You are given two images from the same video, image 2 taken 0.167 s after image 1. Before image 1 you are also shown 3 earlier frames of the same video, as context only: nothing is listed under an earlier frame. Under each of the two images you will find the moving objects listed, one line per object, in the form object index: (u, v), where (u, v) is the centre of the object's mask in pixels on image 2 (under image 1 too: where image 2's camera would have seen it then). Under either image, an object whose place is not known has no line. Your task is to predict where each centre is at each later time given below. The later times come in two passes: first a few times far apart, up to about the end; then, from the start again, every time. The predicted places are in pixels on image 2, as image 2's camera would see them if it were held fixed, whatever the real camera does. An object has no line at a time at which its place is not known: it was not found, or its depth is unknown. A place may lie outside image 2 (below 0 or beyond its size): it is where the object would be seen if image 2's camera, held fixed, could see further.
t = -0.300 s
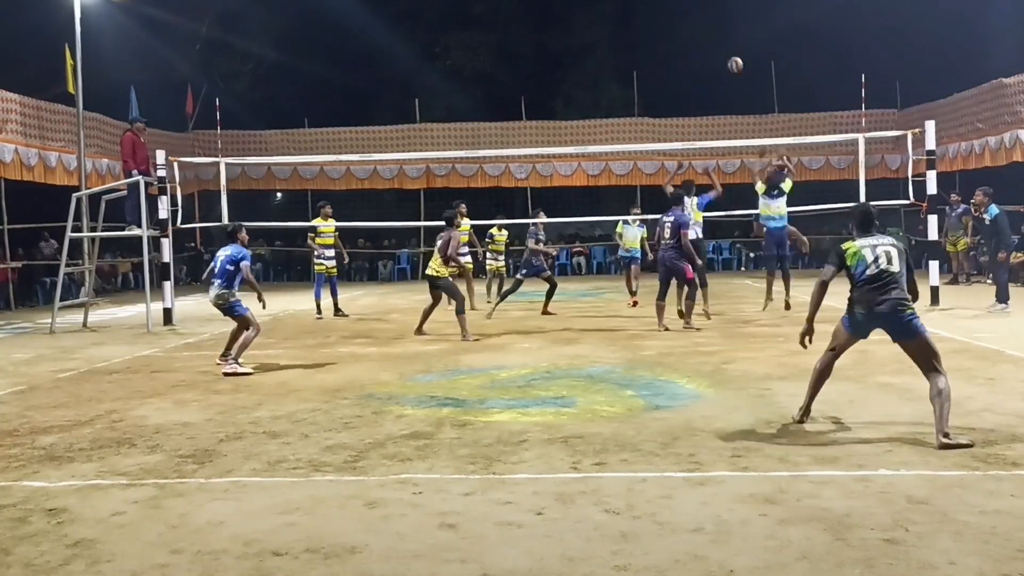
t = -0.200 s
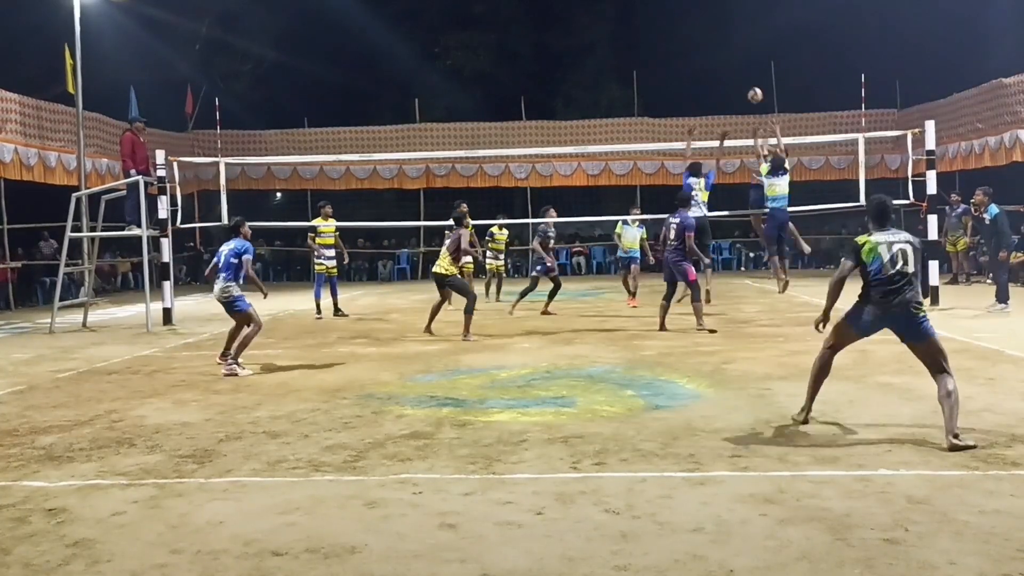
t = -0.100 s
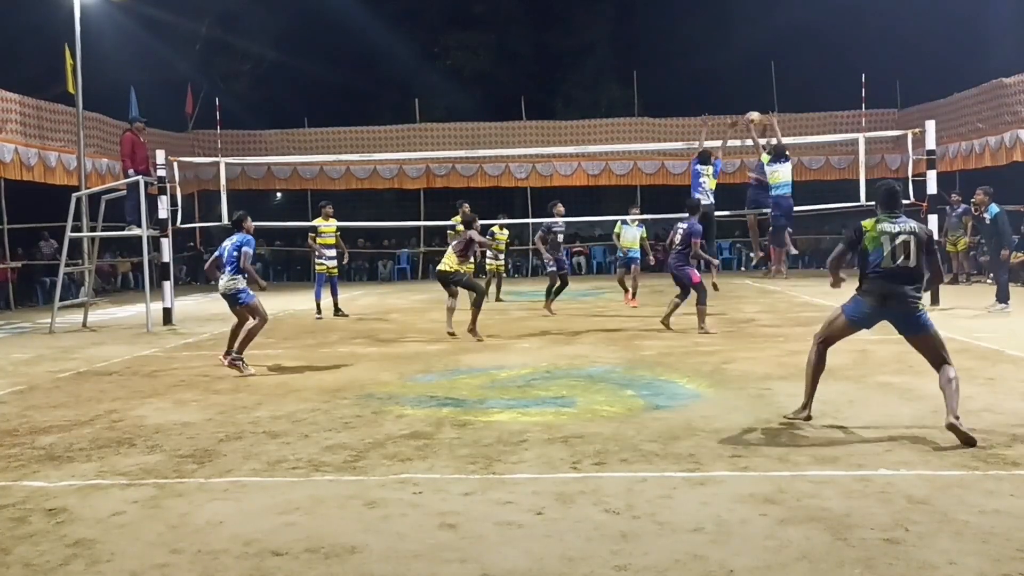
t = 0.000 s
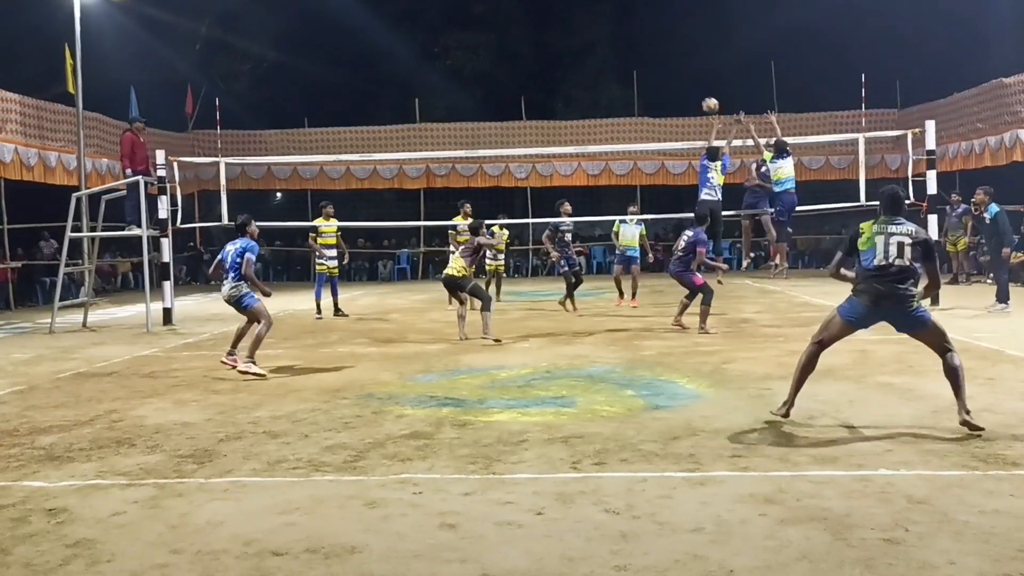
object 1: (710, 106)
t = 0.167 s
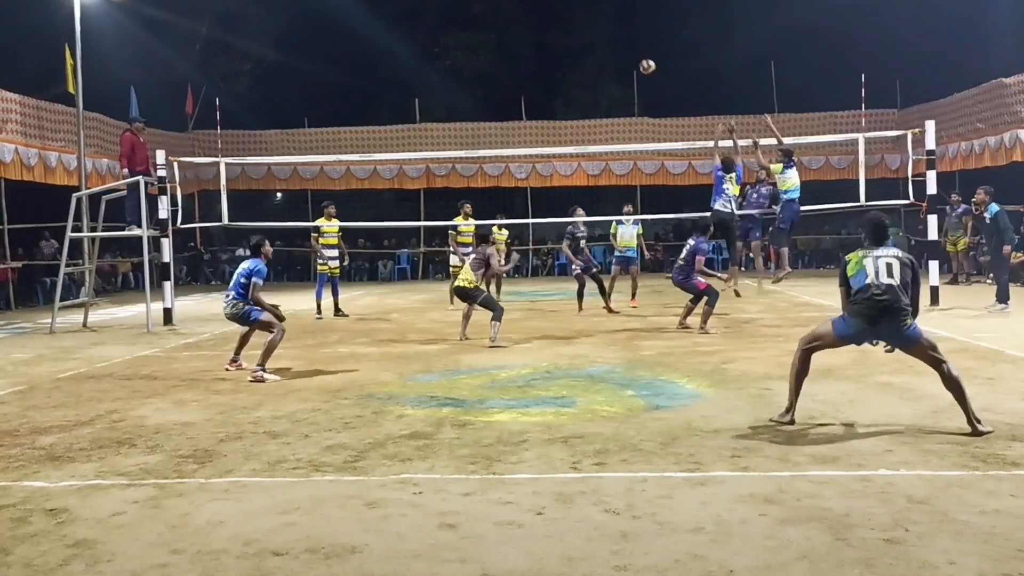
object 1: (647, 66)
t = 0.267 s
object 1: (612, 54)
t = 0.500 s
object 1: (539, 52)
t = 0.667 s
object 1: (493, 70)
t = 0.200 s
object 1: (636, 62)
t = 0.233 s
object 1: (623, 57)
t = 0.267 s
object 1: (612, 54)
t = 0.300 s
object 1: (602, 51)
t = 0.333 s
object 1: (590, 50)
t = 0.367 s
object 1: (580, 49)
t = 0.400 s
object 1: (569, 49)
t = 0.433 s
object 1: (559, 49)
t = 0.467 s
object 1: (549, 51)
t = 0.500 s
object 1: (539, 52)
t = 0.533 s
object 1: (530, 55)
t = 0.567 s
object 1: (521, 58)
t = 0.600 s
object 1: (512, 61)
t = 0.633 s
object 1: (502, 66)
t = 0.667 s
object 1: (493, 70)
